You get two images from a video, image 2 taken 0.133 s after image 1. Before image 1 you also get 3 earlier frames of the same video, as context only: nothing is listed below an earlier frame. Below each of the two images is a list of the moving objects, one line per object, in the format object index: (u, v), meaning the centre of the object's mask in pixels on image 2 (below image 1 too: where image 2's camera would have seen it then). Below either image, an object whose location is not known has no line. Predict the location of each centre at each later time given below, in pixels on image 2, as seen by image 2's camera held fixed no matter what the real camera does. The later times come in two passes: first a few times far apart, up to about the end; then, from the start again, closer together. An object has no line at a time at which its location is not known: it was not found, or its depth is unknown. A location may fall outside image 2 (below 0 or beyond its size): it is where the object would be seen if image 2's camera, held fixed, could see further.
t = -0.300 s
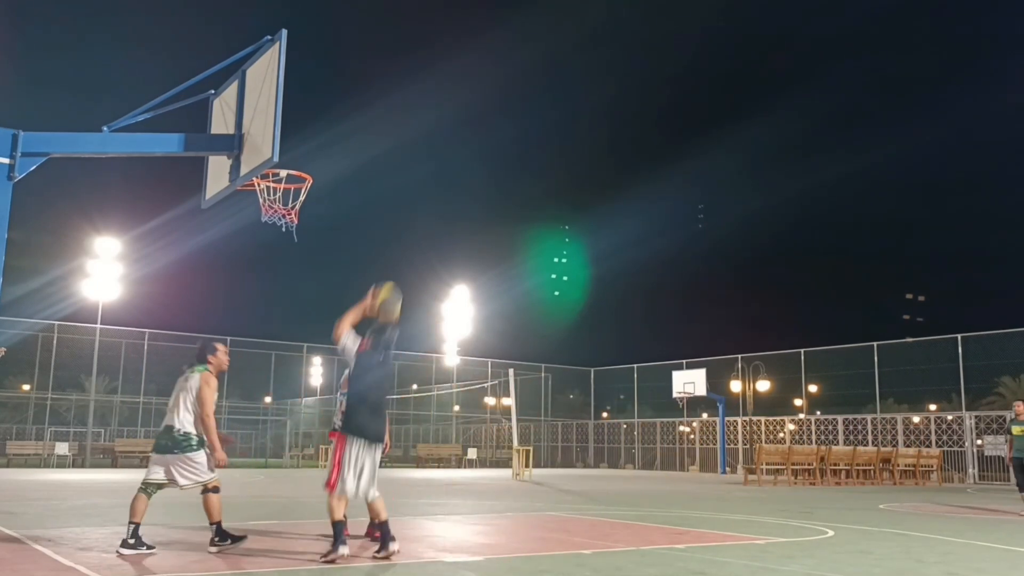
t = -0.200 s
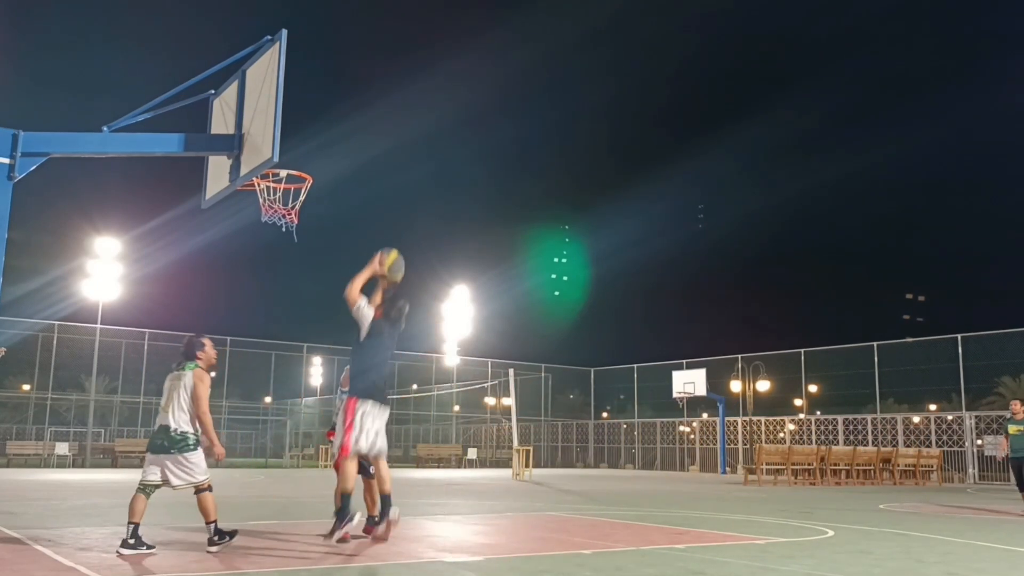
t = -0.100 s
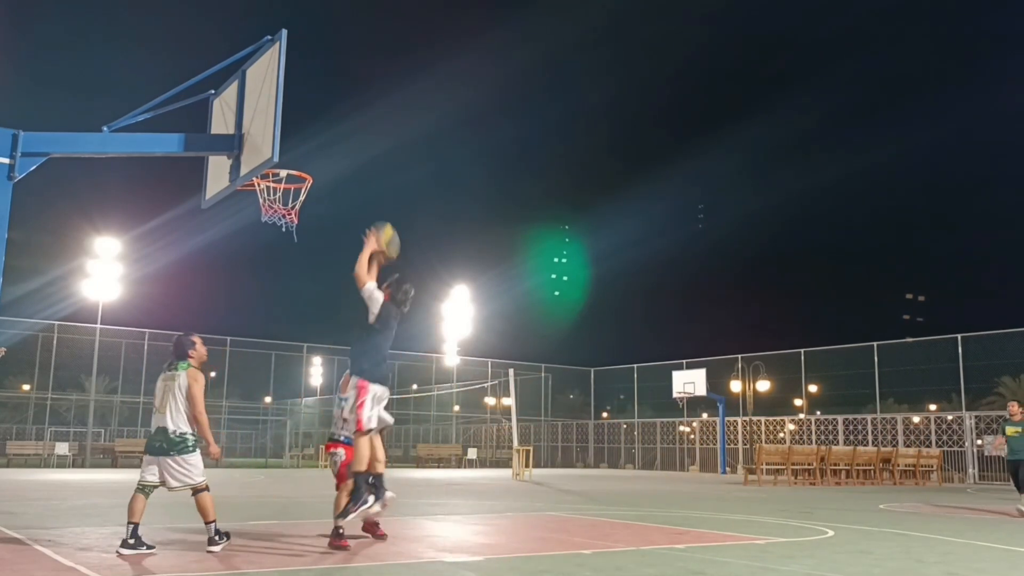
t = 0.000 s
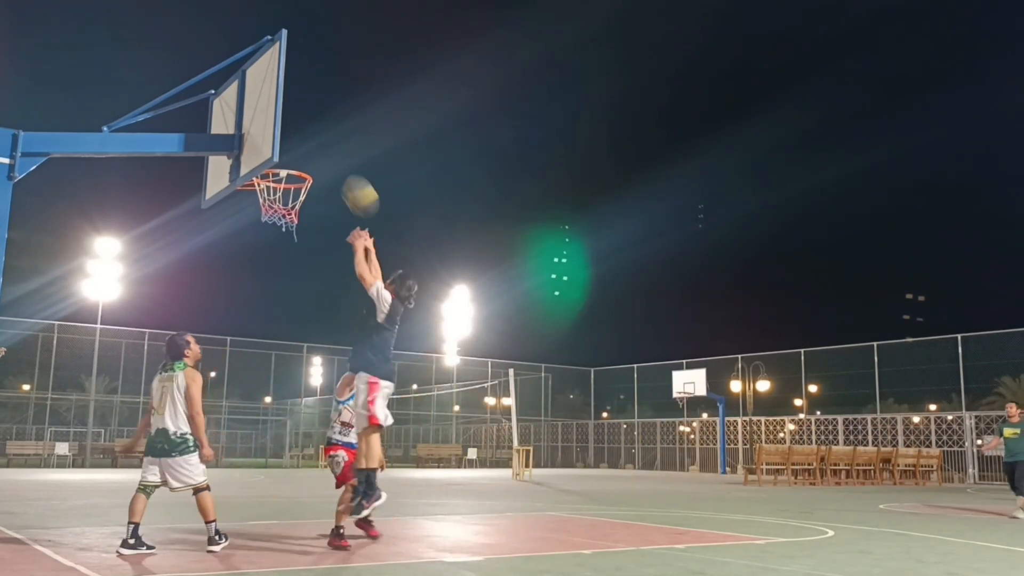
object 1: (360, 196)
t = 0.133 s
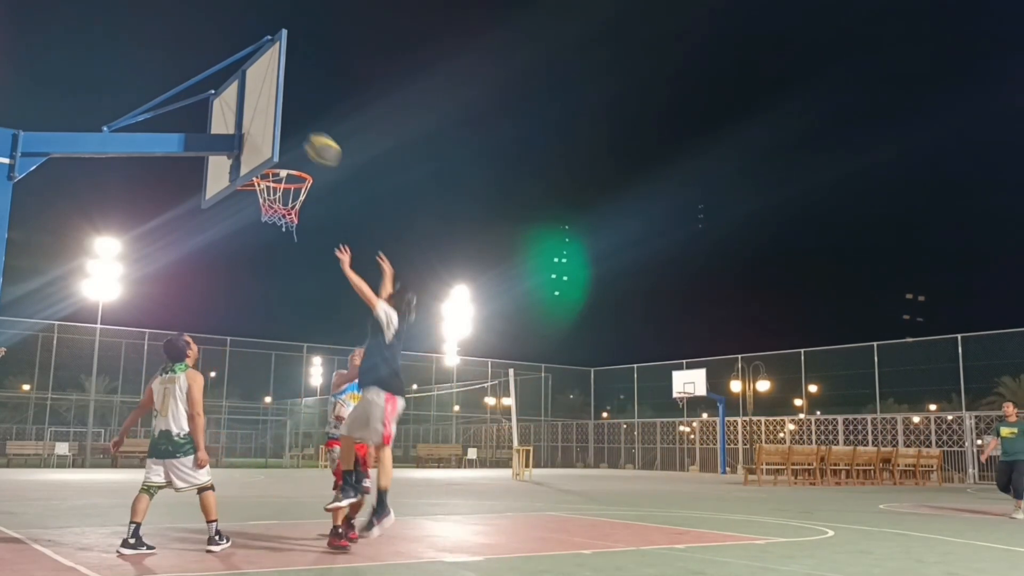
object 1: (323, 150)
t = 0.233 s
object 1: (296, 130)
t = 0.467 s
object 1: (286, 144)
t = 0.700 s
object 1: (290, 215)
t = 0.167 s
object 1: (313, 142)
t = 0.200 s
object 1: (303, 135)
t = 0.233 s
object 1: (296, 130)
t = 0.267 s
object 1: (291, 127)
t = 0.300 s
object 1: (287, 125)
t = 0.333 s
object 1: (283, 125)
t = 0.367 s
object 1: (283, 128)
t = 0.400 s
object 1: (284, 133)
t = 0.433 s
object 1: (285, 138)
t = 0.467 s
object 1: (286, 144)
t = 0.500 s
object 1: (287, 152)
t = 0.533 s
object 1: (288, 159)
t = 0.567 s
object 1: (290, 169)
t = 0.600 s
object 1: (288, 185)
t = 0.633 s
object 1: (291, 194)
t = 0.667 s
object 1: (292, 205)
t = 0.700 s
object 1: (290, 215)
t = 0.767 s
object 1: (290, 236)
